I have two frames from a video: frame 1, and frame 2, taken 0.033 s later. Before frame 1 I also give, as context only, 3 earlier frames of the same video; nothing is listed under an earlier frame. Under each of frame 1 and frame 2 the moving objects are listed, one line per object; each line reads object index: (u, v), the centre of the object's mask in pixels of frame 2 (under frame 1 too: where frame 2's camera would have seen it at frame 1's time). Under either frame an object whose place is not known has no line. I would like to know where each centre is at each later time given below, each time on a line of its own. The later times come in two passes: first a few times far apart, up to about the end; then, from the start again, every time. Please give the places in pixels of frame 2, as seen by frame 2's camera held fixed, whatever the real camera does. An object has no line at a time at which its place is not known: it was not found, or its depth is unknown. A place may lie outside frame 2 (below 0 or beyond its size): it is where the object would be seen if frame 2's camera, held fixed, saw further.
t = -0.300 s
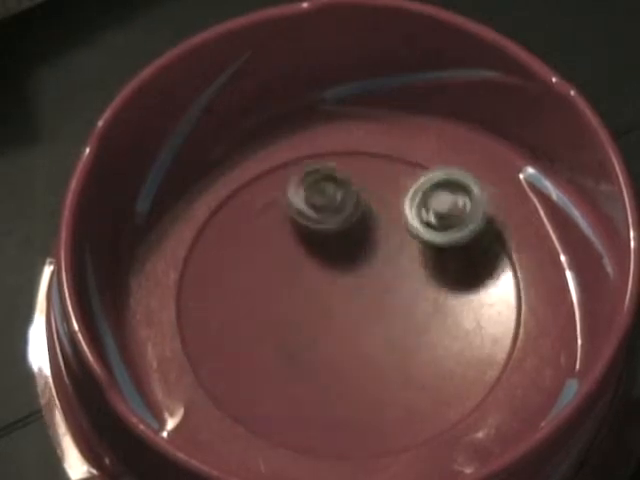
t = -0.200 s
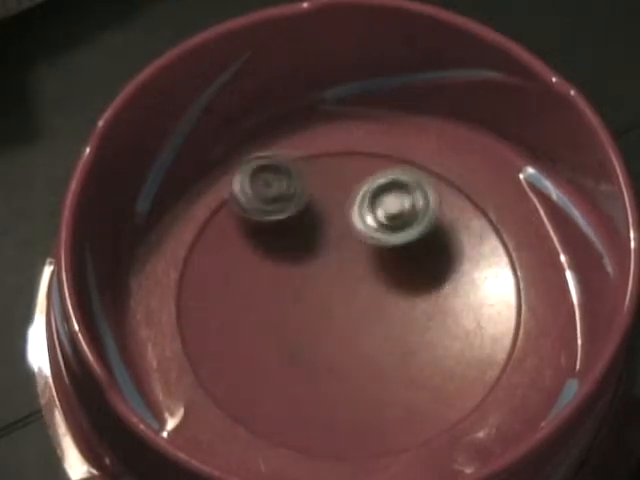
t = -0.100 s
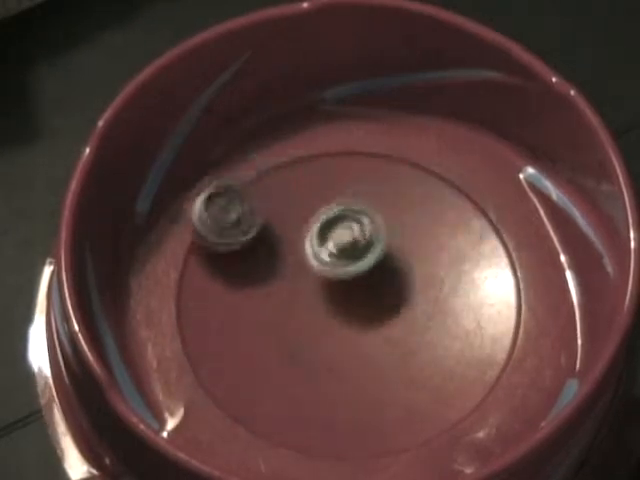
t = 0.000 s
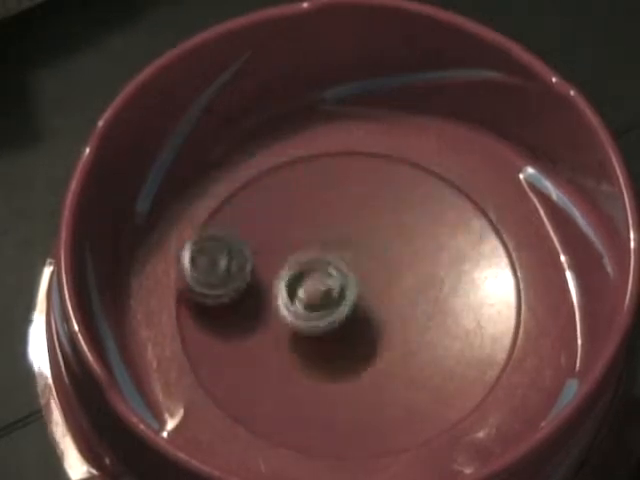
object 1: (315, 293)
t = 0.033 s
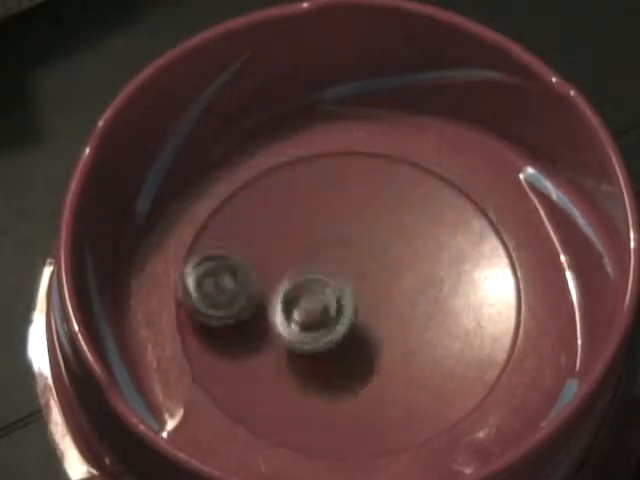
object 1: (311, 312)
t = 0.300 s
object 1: (415, 410)
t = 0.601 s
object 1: (433, 294)
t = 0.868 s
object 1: (333, 284)
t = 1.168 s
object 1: (411, 348)
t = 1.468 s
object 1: (543, 250)
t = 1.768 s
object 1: (527, 174)
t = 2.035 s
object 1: (466, 150)
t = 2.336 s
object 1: (289, 220)
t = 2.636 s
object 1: (279, 379)
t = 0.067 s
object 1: (310, 330)
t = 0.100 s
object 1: (322, 354)
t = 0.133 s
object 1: (336, 374)
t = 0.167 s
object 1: (350, 389)
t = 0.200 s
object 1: (365, 398)
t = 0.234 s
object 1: (382, 406)
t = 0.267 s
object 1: (398, 409)
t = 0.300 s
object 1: (415, 410)
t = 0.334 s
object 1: (430, 404)
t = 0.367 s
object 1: (442, 392)
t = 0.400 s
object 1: (451, 376)
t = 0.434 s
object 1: (457, 362)
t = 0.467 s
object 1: (460, 350)
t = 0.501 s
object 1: (460, 336)
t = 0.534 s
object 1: (456, 322)
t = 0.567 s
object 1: (446, 307)
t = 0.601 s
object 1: (433, 294)
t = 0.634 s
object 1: (418, 284)
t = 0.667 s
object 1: (400, 274)
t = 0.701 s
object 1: (383, 264)
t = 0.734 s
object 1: (368, 260)
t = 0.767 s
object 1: (353, 258)
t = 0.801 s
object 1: (338, 257)
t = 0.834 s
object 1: (334, 268)
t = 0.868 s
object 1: (333, 284)
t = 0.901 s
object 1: (329, 297)
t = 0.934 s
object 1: (327, 306)
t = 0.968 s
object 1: (325, 313)
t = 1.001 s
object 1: (325, 320)
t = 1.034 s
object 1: (335, 329)
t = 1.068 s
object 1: (349, 341)
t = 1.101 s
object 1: (366, 347)
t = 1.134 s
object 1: (390, 348)
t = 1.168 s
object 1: (411, 348)
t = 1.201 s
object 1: (429, 345)
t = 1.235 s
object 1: (446, 338)
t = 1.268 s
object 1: (463, 327)
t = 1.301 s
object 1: (477, 316)
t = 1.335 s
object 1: (499, 306)
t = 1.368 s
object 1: (515, 291)
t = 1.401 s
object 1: (523, 274)
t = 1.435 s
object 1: (536, 261)
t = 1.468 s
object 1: (543, 250)
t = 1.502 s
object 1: (550, 236)
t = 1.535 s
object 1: (550, 226)
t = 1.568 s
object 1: (548, 214)
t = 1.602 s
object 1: (542, 204)
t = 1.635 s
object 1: (539, 196)
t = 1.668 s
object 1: (537, 189)
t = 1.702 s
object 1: (534, 183)
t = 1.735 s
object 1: (530, 178)
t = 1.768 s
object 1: (527, 174)
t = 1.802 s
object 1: (524, 170)
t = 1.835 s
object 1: (520, 166)
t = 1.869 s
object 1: (514, 163)
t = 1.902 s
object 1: (507, 159)
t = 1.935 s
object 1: (498, 155)
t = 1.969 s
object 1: (490, 152)
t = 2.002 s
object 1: (479, 151)
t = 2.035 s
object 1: (466, 150)
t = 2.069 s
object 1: (452, 150)
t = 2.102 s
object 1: (436, 151)
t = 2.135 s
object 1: (414, 157)
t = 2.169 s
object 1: (392, 163)
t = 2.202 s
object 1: (368, 171)
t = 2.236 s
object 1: (344, 181)
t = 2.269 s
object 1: (323, 192)
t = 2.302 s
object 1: (304, 206)
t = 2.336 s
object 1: (289, 220)
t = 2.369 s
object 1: (274, 239)
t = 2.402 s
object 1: (264, 257)
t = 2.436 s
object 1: (257, 276)
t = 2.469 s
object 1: (251, 296)
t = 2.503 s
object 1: (250, 313)
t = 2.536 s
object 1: (252, 333)
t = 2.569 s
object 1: (258, 349)
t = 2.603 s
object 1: (268, 365)
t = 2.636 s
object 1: (279, 379)
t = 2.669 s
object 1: (292, 390)
